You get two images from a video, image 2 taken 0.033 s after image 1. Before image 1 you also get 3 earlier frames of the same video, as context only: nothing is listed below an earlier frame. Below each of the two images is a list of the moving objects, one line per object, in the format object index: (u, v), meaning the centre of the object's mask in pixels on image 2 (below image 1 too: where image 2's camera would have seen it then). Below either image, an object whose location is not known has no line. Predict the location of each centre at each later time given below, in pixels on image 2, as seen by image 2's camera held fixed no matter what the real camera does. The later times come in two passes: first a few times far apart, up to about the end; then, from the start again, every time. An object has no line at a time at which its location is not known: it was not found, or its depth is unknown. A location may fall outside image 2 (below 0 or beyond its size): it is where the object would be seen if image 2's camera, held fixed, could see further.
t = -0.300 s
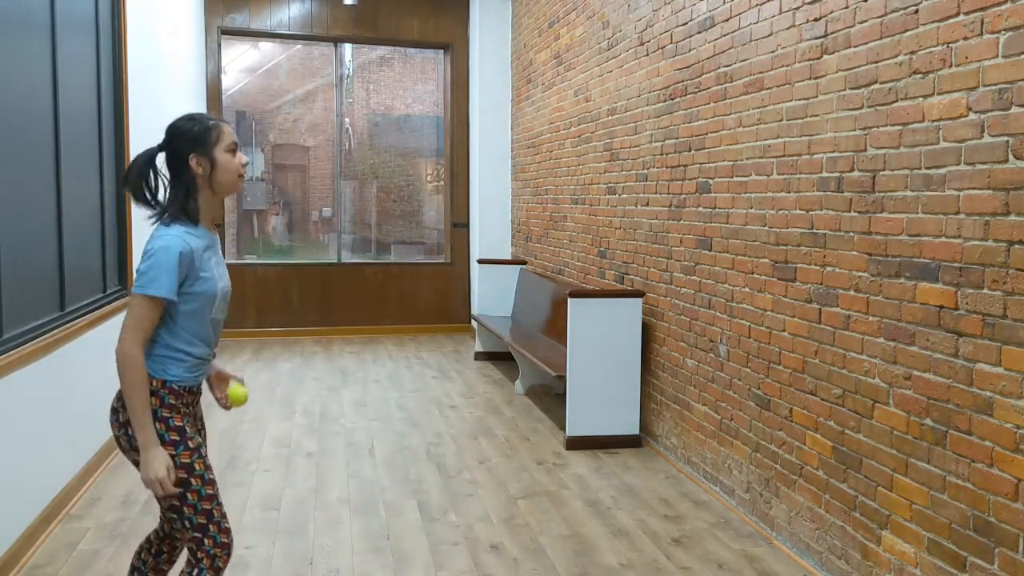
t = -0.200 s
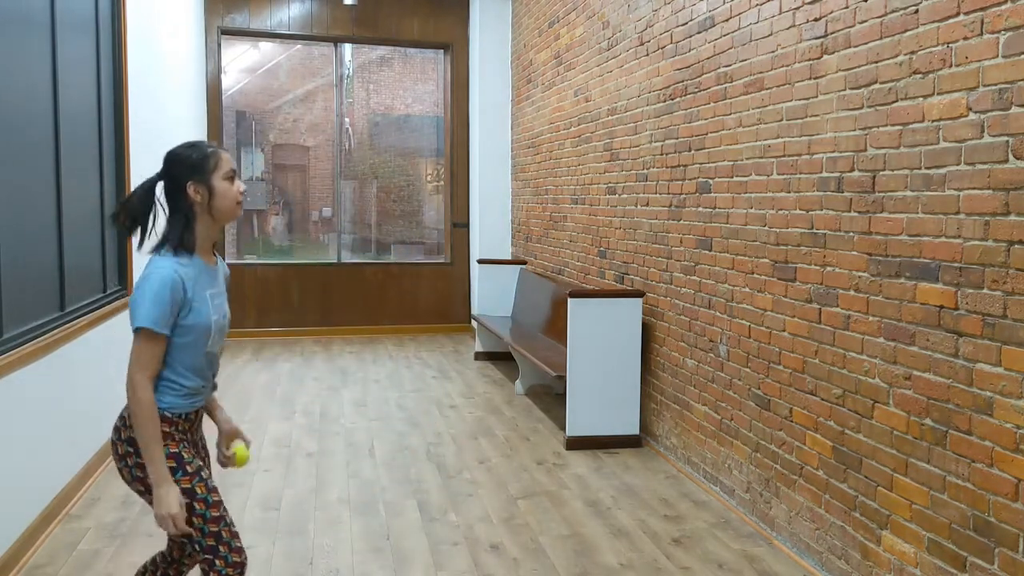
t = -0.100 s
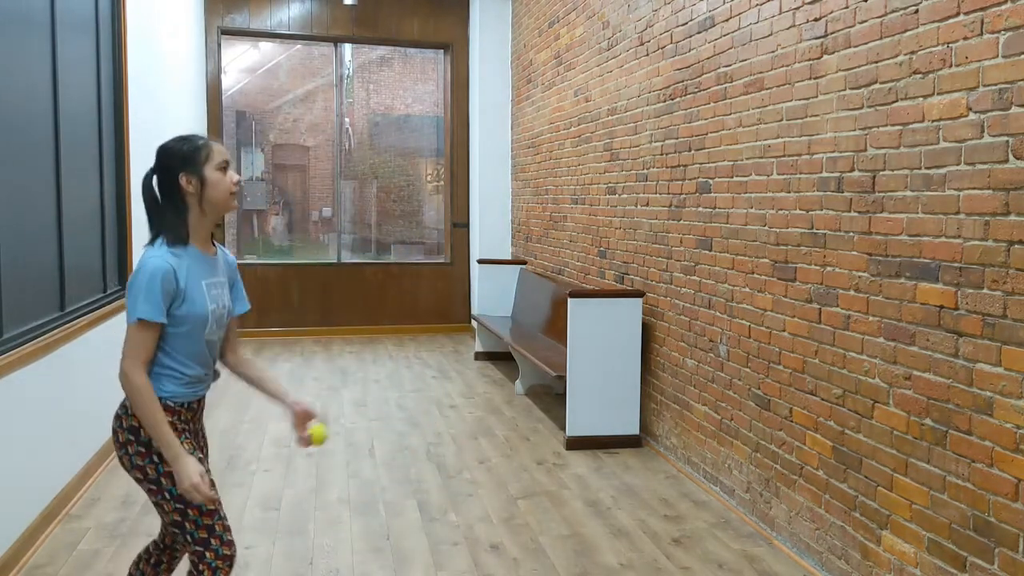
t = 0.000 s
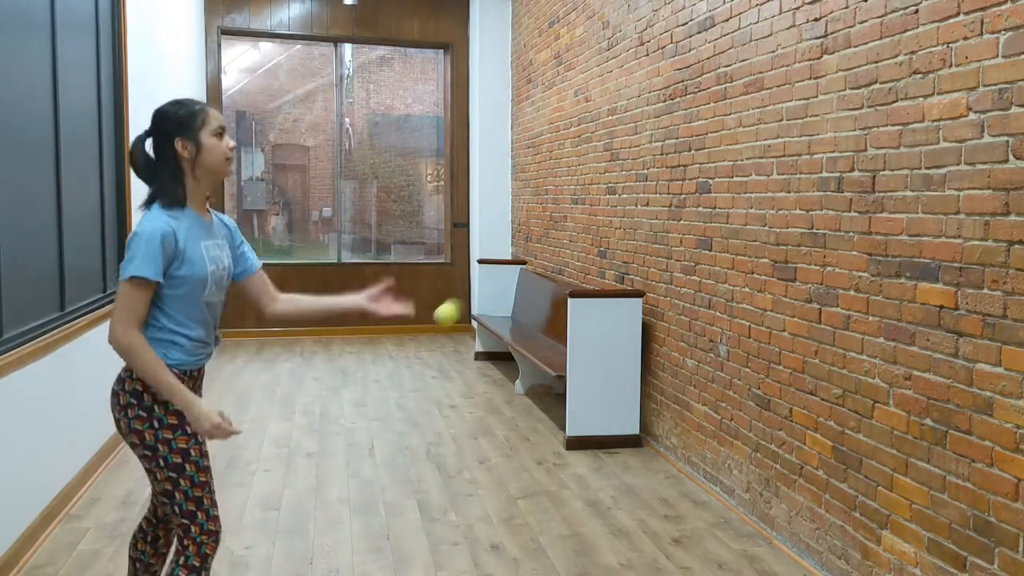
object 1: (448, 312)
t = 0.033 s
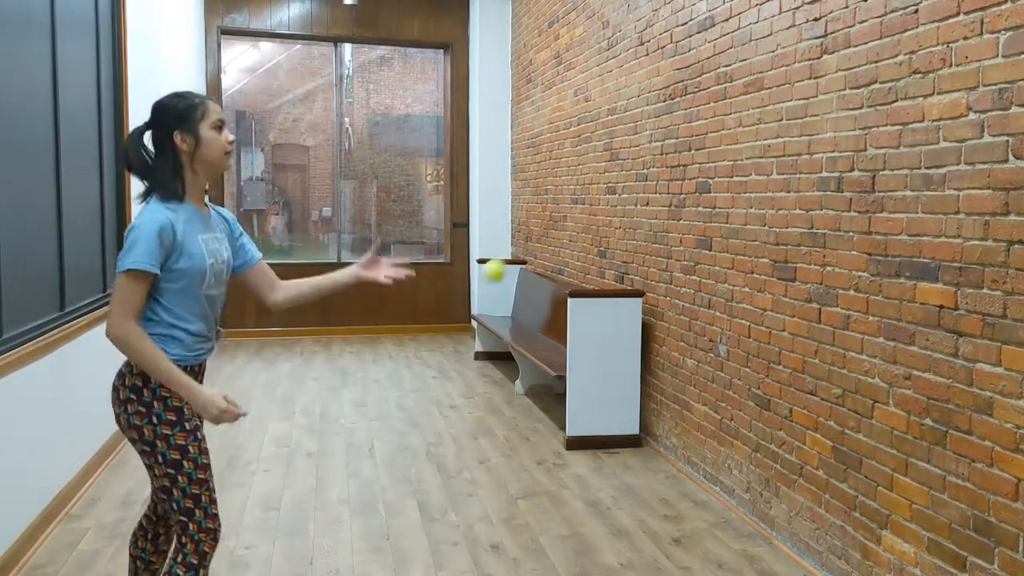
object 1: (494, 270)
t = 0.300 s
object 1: (885, 46)
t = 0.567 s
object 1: (836, 78)
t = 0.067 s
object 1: (540, 231)
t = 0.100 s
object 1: (588, 195)
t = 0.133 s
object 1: (633, 163)
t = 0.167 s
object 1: (680, 133)
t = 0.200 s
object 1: (730, 107)
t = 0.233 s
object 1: (781, 83)
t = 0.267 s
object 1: (832, 63)
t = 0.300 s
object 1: (885, 46)
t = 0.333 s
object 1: (936, 33)
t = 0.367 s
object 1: (989, 25)
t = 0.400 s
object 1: (992, 22)
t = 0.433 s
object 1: (965, 24)
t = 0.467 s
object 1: (934, 31)
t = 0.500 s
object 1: (902, 41)
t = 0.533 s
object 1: (869, 58)
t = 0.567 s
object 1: (836, 78)
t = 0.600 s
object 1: (802, 104)
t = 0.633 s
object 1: (765, 137)
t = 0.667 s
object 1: (726, 177)
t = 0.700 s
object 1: (683, 224)
